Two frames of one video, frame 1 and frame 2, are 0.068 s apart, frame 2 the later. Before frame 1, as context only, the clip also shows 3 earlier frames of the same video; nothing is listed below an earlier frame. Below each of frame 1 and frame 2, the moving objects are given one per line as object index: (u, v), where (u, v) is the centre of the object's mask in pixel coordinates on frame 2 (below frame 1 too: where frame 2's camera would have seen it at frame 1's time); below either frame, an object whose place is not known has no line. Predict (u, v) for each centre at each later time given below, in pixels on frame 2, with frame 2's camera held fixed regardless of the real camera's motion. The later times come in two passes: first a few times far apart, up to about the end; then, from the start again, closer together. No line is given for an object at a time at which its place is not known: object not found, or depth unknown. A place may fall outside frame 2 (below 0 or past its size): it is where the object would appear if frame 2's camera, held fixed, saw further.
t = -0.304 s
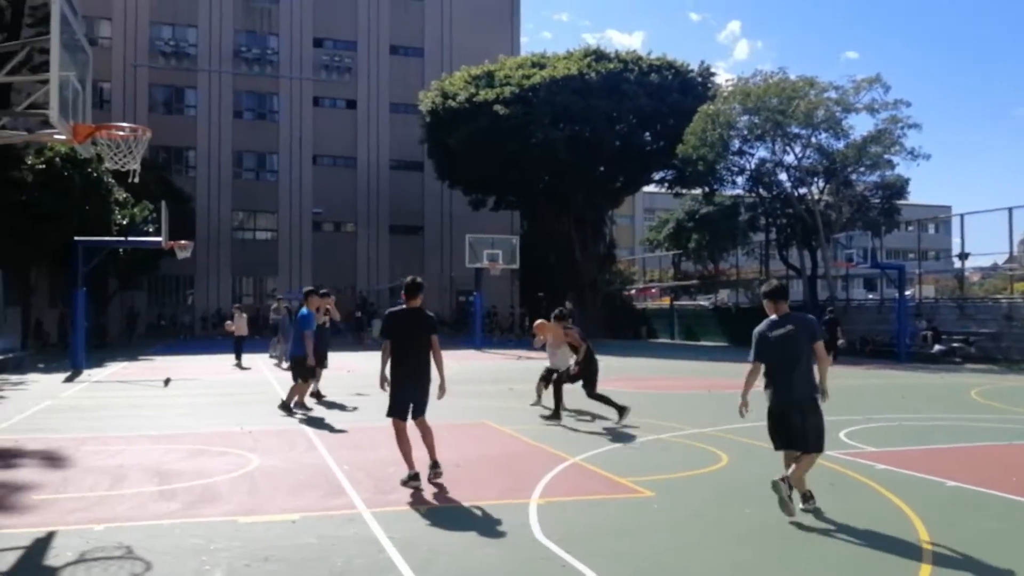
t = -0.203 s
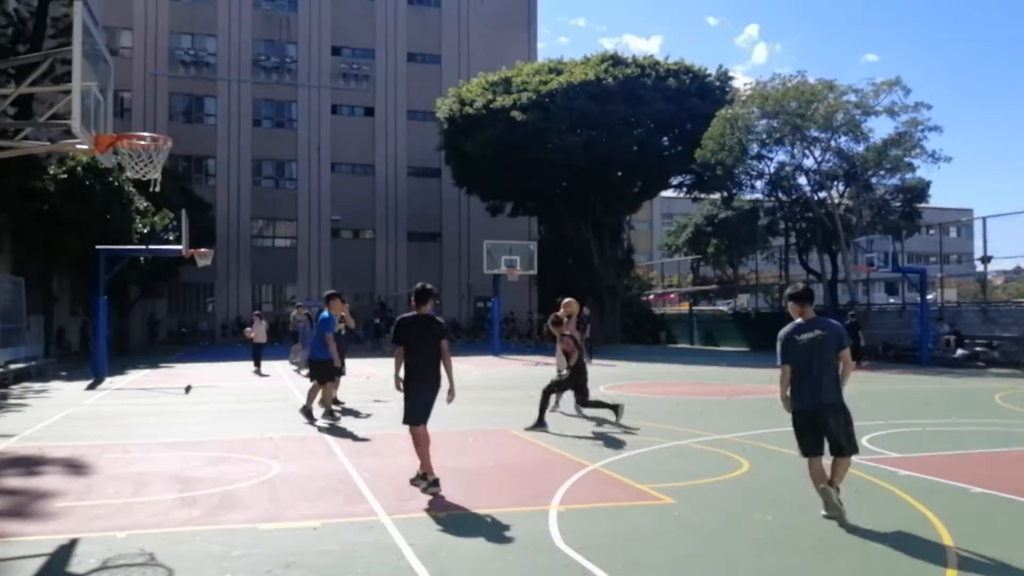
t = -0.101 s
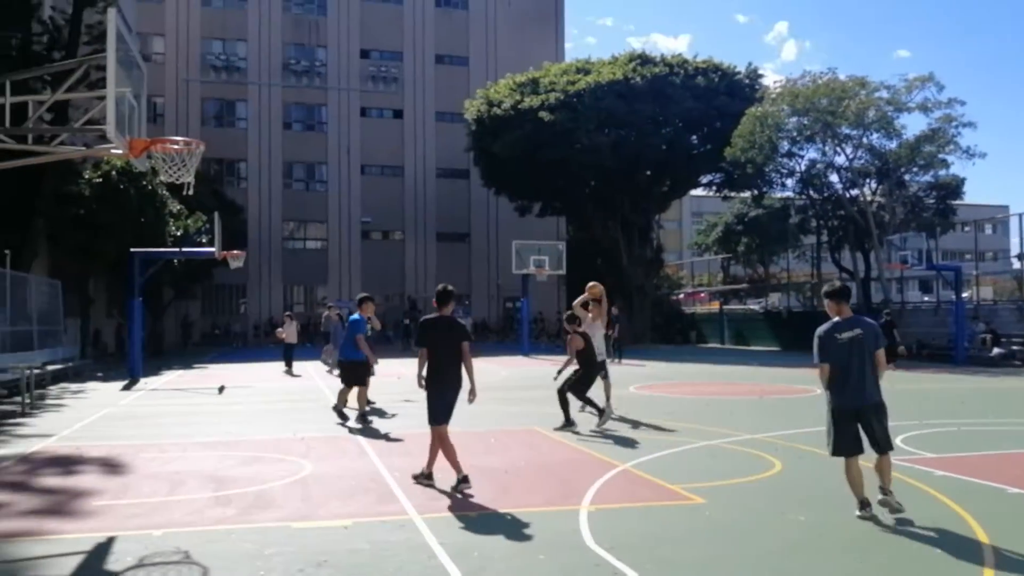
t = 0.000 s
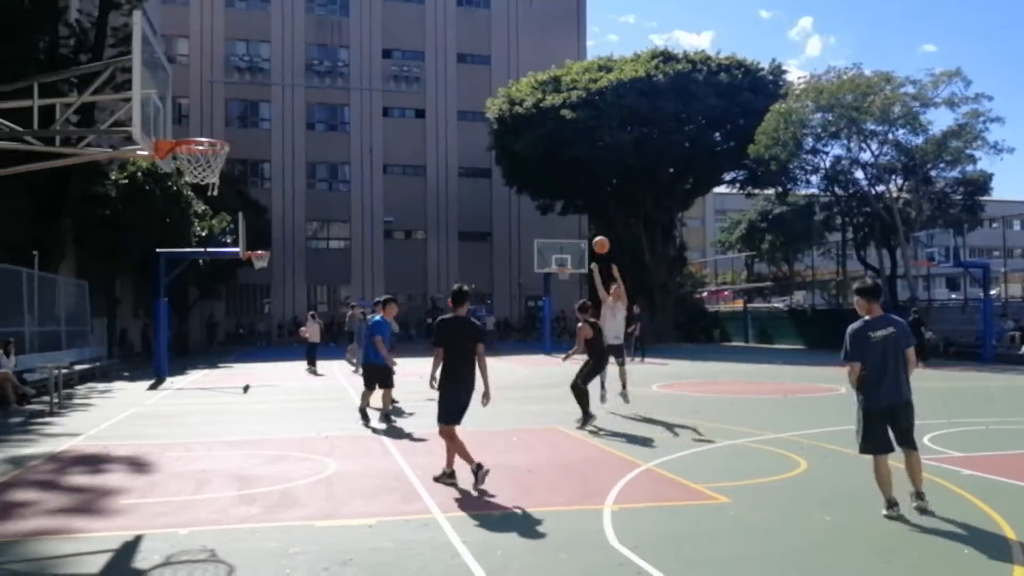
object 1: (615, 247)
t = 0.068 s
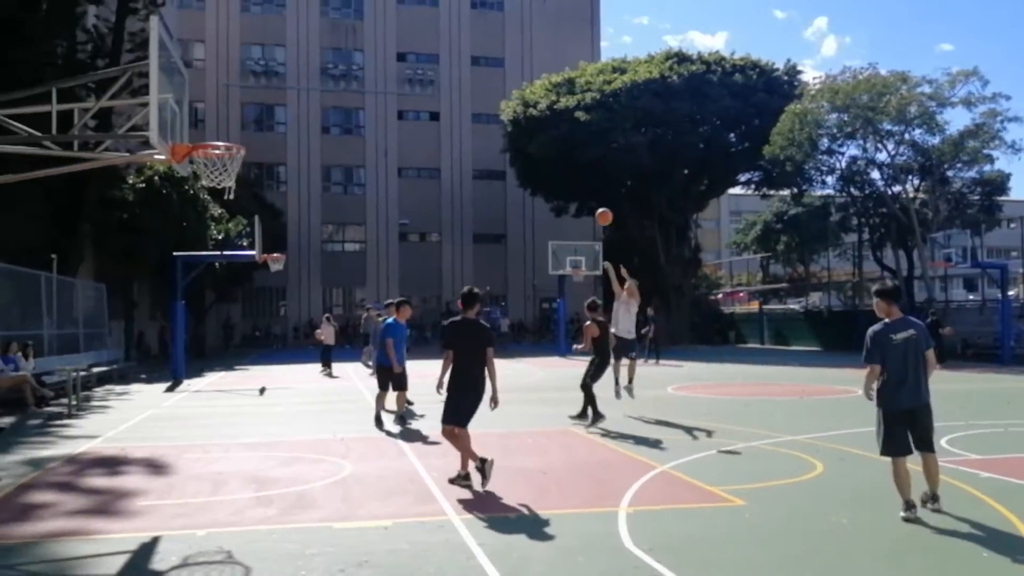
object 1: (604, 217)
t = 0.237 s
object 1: (573, 152)
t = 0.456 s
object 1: (530, 90)
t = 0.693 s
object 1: (476, 55)
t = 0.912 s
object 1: (420, 63)
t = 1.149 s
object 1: (350, 121)
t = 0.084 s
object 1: (601, 209)
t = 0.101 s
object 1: (598, 202)
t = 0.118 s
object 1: (595, 196)
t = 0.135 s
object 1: (592, 189)
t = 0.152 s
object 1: (588, 182)
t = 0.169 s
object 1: (585, 176)
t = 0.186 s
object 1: (582, 169)
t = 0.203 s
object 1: (579, 163)
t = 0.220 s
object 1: (576, 157)
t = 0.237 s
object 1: (573, 152)
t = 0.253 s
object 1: (570, 146)
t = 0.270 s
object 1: (567, 140)
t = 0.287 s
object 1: (564, 135)
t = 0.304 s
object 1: (561, 129)
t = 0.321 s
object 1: (558, 124)
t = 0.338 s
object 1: (554, 120)
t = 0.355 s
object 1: (551, 115)
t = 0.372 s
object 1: (547, 111)
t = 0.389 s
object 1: (544, 106)
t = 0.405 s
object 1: (541, 101)
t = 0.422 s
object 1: (538, 99)
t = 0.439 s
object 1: (534, 94)
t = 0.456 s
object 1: (530, 90)
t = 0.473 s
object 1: (525, 84)
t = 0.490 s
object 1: (521, 82)
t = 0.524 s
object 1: (515, 76)
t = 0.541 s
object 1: (512, 73)
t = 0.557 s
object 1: (507, 71)
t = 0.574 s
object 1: (503, 67)
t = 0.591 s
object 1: (499, 65)
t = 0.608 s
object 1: (496, 63)
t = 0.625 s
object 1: (492, 62)
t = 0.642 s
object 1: (488, 59)
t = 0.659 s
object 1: (485, 58)
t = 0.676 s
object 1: (480, 57)
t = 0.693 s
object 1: (476, 55)
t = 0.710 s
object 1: (472, 55)
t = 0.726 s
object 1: (468, 54)
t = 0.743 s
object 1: (464, 53)
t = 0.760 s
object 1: (459, 53)
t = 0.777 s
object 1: (455, 53)
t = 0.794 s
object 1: (450, 53)
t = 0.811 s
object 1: (446, 53)
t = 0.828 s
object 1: (442, 54)
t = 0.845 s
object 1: (437, 55)
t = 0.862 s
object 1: (433, 57)
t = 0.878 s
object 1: (429, 59)
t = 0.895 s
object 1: (425, 60)
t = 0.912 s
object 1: (420, 63)
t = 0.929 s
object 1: (415, 65)
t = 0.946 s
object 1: (411, 67)
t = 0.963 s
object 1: (406, 71)
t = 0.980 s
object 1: (402, 73)
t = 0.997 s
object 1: (396, 76)
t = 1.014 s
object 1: (391, 80)
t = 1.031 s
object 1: (387, 84)
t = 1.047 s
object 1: (382, 87)
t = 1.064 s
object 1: (376, 92)
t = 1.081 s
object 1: (371, 97)
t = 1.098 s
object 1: (366, 101)
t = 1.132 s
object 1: (355, 114)
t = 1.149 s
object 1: (350, 121)
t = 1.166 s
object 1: (345, 126)
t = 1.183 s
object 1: (339, 133)
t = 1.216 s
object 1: (328, 148)
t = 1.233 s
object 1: (323, 157)
